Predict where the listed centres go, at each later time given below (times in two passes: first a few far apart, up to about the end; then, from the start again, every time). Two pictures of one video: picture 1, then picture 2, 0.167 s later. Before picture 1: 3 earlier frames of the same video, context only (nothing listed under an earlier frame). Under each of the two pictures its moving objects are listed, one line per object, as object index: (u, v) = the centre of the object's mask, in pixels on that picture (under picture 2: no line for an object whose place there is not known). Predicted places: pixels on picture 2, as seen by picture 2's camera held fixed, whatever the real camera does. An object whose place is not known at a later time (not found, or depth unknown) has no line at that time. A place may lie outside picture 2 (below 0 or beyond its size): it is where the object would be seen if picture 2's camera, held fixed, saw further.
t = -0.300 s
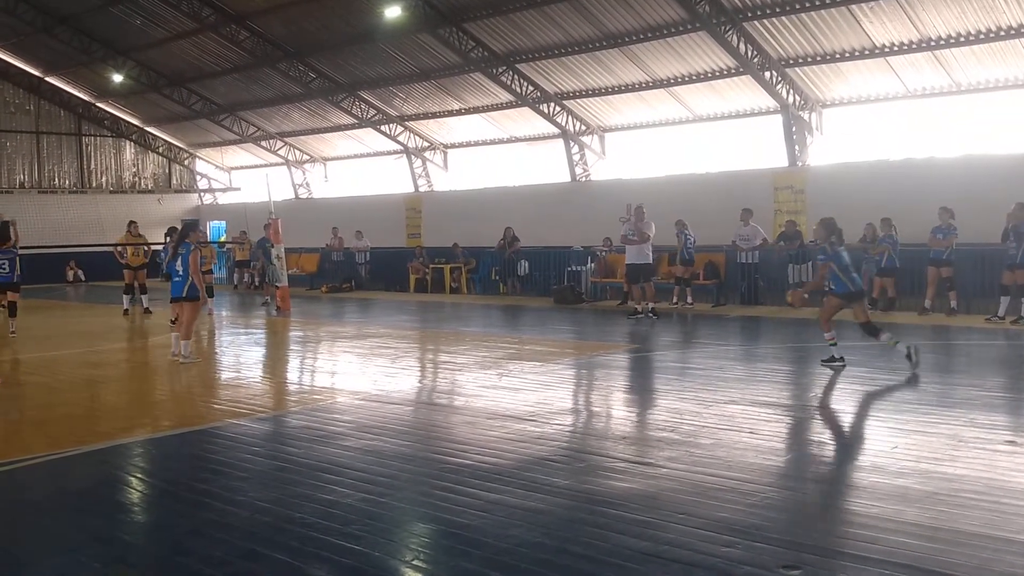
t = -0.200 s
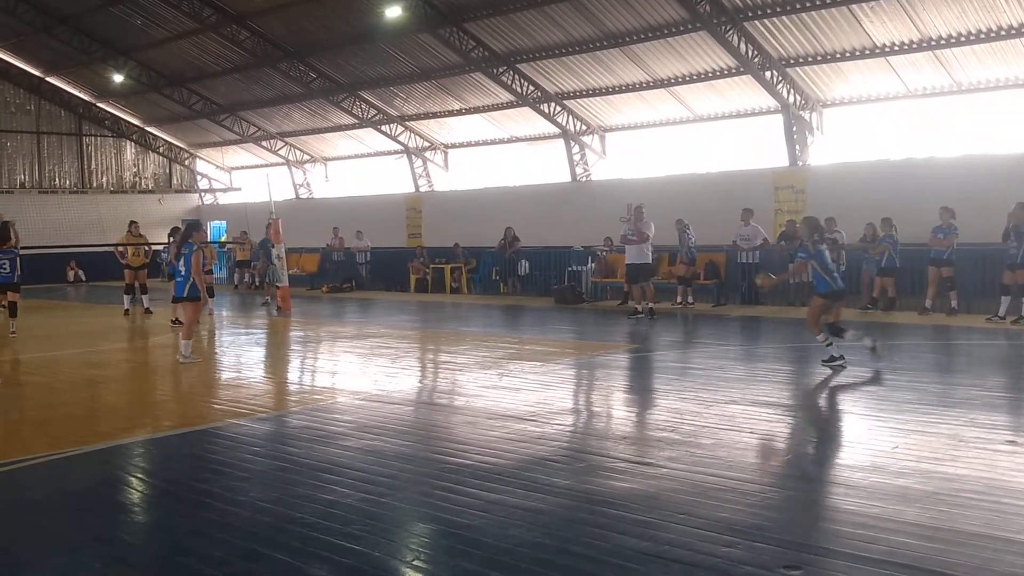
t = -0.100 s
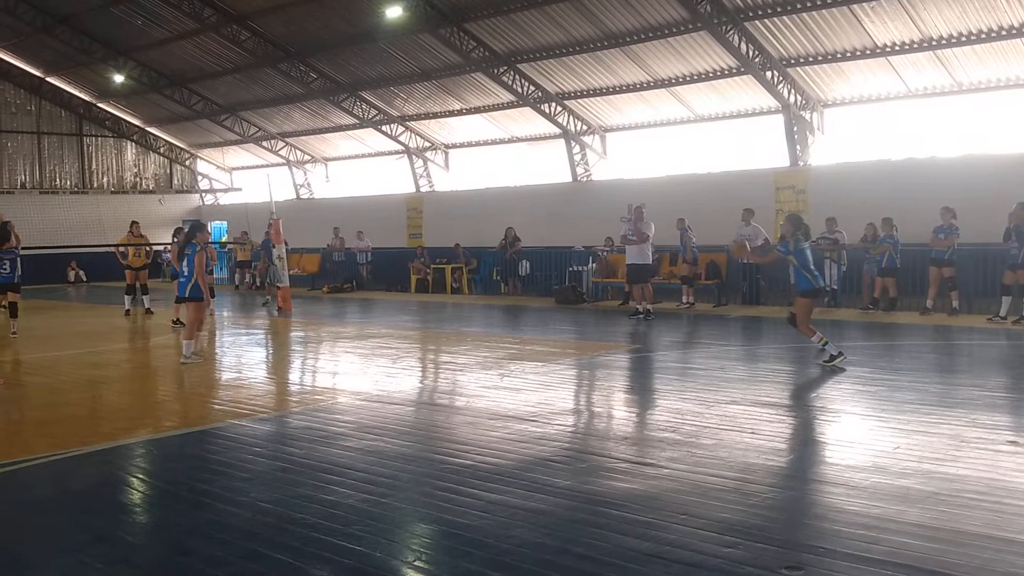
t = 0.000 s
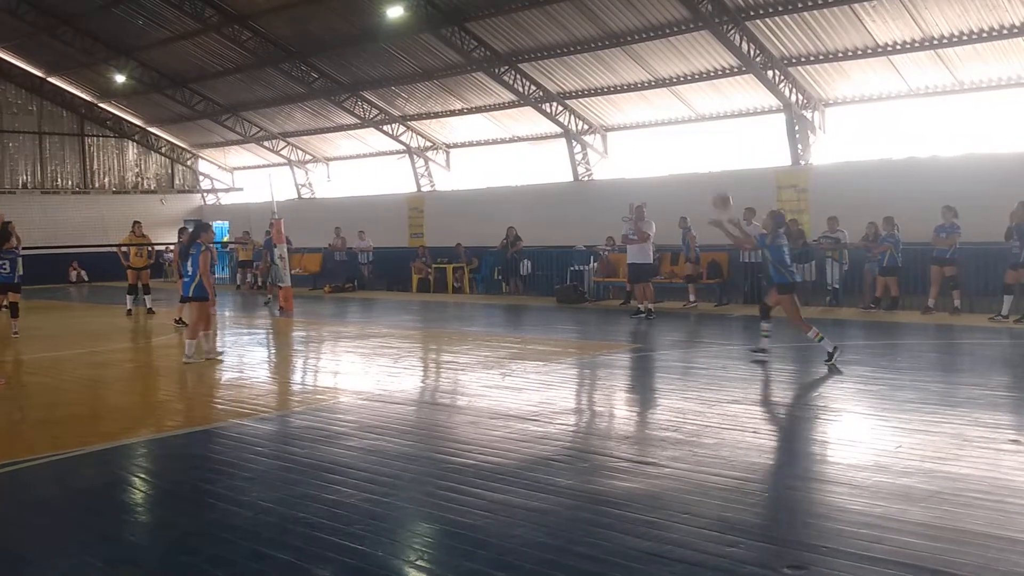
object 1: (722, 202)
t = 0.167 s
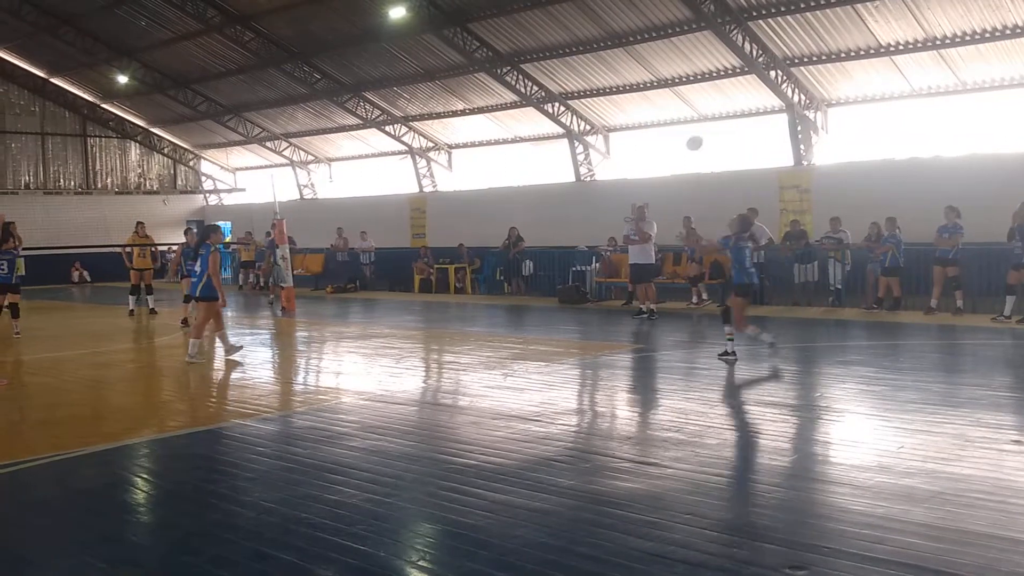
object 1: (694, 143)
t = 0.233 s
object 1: (683, 126)
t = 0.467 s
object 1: (645, 102)
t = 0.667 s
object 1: (620, 120)
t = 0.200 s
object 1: (689, 134)
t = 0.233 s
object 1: (683, 126)
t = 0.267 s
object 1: (677, 119)
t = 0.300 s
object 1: (672, 115)
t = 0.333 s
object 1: (666, 110)
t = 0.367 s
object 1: (661, 107)
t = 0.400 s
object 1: (656, 104)
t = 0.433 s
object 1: (650, 103)
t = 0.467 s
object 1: (645, 102)
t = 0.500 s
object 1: (641, 103)
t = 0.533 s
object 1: (636, 104)
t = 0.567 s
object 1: (632, 107)
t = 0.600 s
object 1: (628, 110)
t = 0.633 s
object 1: (623, 115)
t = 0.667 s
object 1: (620, 120)
